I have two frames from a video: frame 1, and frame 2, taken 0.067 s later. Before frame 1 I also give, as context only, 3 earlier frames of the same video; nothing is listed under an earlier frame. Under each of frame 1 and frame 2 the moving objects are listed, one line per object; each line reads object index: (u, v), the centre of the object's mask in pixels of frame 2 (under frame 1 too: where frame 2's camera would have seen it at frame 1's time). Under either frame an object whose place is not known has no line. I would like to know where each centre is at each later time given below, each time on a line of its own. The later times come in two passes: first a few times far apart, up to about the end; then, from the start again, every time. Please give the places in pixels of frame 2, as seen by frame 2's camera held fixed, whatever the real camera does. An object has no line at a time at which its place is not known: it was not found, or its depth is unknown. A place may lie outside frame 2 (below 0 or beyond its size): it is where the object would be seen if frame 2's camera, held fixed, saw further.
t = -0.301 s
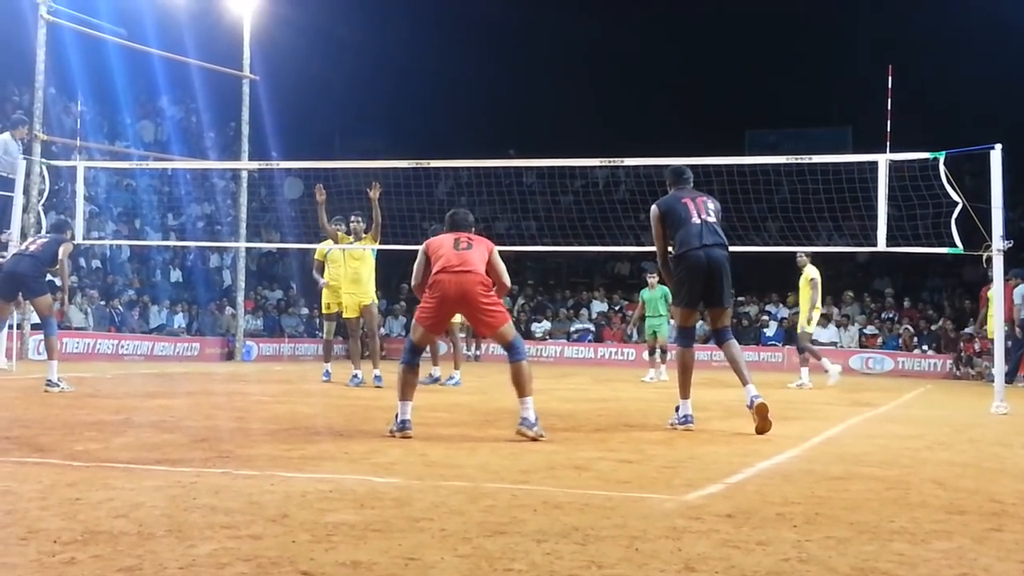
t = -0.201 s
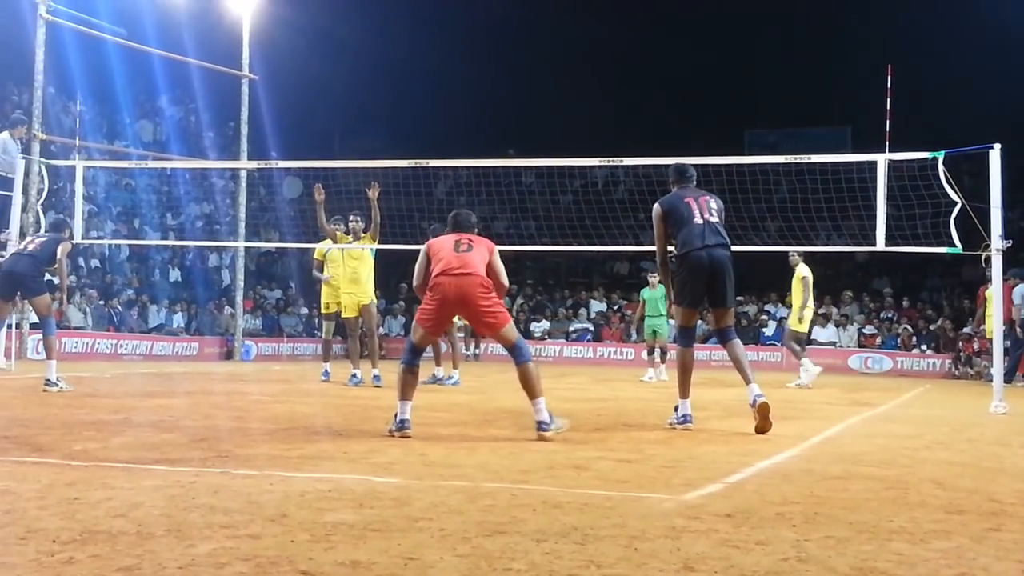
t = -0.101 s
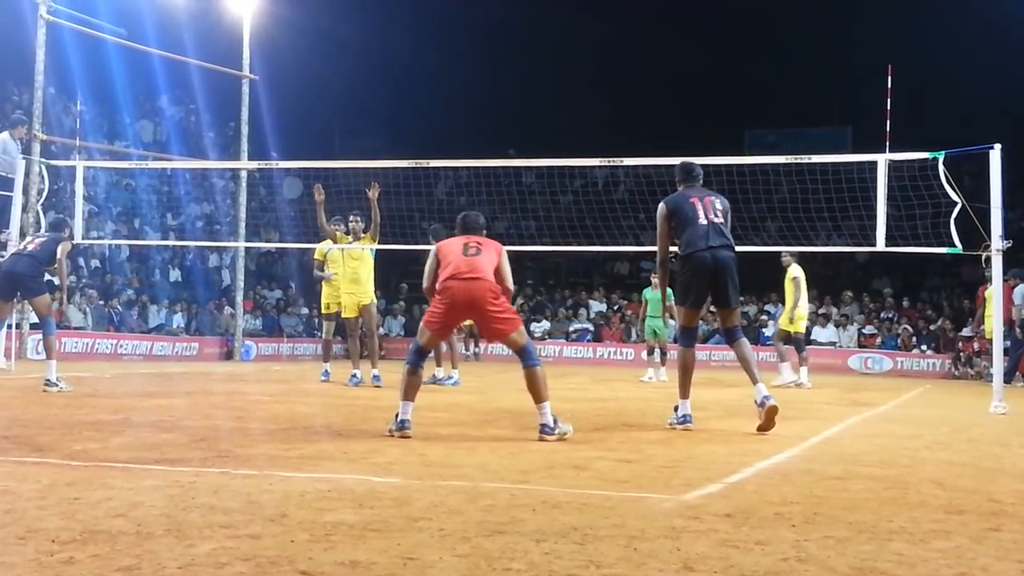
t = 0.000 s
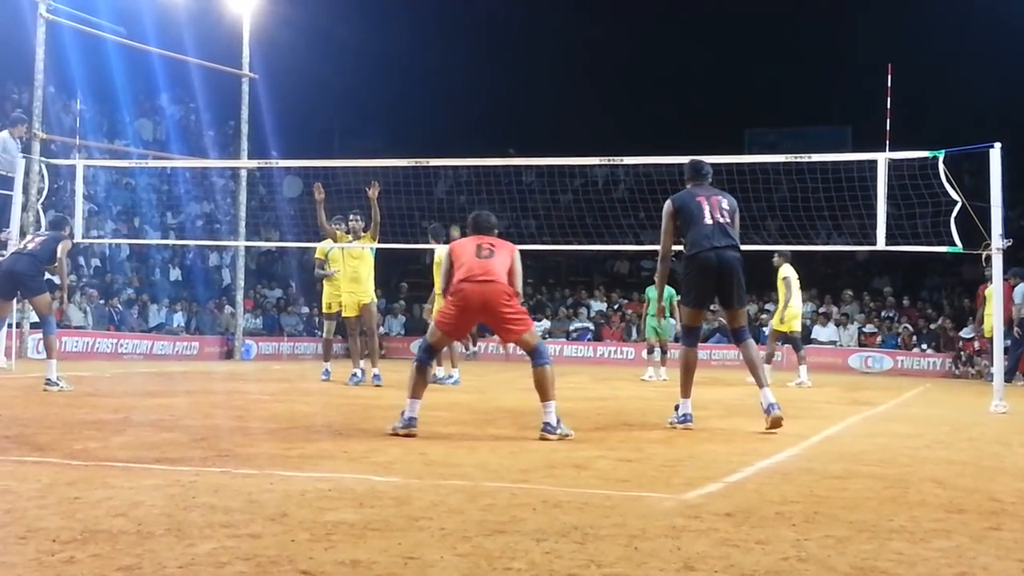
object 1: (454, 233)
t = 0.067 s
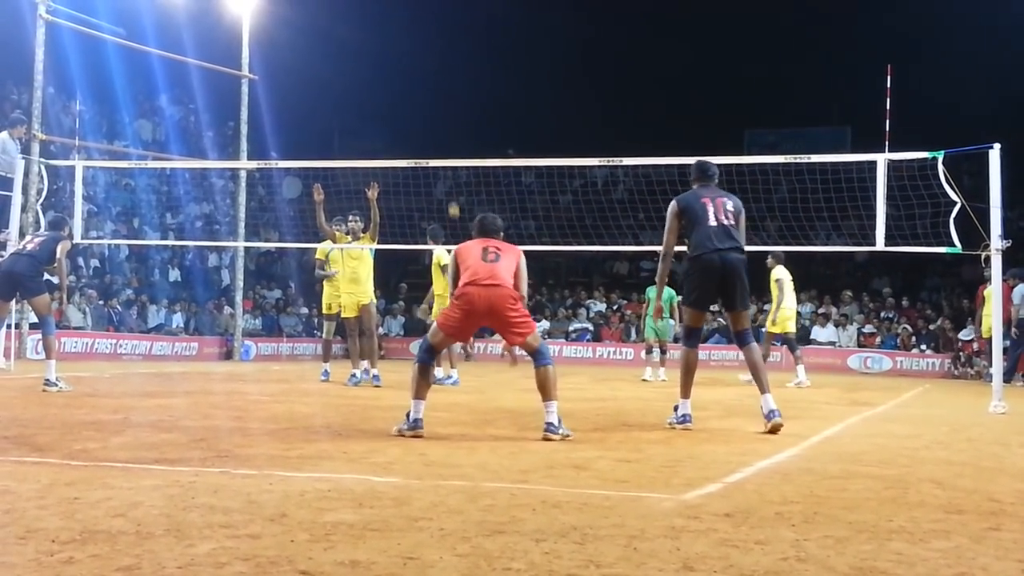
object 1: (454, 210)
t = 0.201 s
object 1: (452, 172)
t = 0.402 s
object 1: (448, 127)
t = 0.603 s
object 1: (443, 105)
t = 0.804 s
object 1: (438, 105)
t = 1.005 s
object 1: (431, 126)
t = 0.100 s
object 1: (454, 199)
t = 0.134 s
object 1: (453, 189)
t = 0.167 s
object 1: (452, 178)
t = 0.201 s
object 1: (452, 172)
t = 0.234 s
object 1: (451, 156)
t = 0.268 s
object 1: (451, 153)
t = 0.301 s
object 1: (450, 146)
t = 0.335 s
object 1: (450, 139)
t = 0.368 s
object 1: (449, 133)
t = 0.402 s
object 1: (448, 127)
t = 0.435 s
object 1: (447, 122)
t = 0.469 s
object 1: (447, 117)
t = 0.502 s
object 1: (446, 114)
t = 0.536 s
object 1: (445, 110)
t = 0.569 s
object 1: (444, 108)
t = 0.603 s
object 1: (443, 105)
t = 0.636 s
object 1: (442, 104)
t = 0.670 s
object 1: (441, 103)
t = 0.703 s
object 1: (441, 103)
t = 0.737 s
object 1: (440, 102)
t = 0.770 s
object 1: (439, 103)
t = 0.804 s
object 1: (438, 105)
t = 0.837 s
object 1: (437, 107)
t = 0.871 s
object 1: (436, 110)
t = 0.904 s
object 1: (435, 113)
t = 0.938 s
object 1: (434, 116)
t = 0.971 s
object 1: (433, 121)
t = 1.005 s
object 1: (431, 126)
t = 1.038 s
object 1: (430, 132)
